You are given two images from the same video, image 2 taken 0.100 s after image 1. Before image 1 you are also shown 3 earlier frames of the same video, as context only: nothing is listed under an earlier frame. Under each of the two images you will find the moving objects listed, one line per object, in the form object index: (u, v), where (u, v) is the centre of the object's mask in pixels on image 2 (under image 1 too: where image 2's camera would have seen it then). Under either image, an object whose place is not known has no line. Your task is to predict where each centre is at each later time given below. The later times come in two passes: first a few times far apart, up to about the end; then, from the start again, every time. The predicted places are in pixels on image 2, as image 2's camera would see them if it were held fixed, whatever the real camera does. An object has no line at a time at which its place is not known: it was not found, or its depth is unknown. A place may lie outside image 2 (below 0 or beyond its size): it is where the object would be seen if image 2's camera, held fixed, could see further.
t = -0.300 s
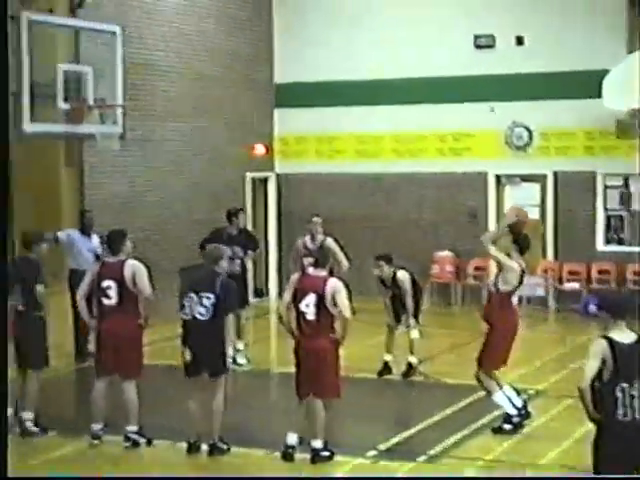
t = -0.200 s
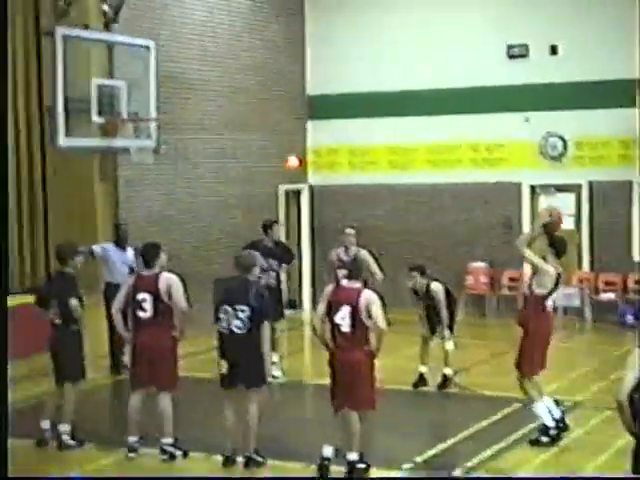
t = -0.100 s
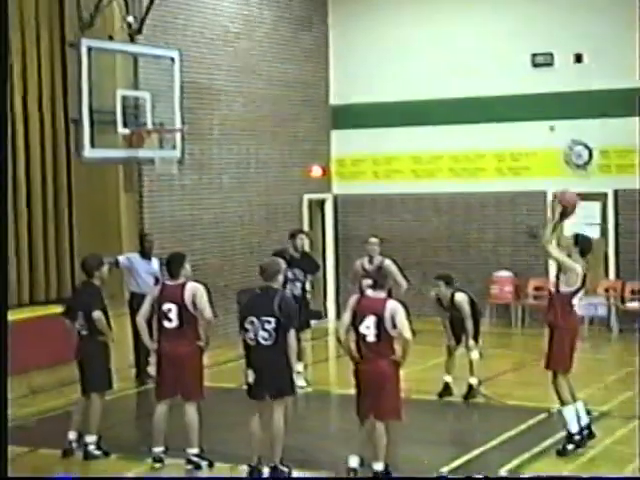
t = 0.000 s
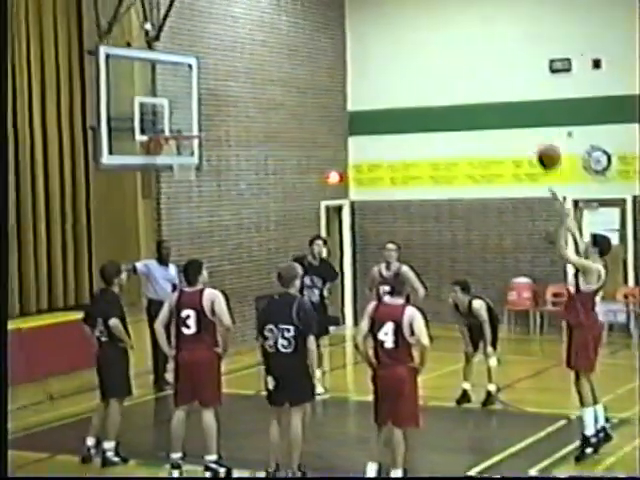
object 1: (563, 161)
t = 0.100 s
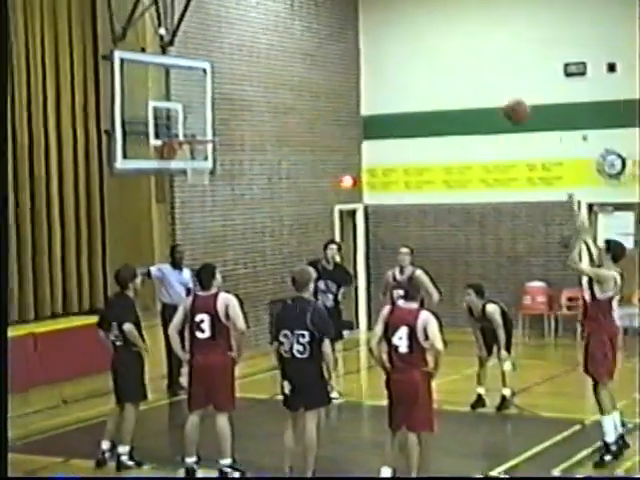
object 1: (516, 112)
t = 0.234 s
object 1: (461, 64)
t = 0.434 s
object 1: (384, 32)
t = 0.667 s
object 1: (301, 45)
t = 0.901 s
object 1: (225, 105)
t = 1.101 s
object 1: (183, 159)
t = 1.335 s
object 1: (188, 176)
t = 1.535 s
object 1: (194, 230)
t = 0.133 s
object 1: (502, 98)
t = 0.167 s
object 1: (489, 85)
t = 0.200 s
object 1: (474, 74)
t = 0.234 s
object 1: (461, 64)
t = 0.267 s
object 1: (447, 56)
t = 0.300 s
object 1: (434, 49)
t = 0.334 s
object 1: (421, 43)
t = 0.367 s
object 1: (409, 38)
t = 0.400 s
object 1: (396, 34)
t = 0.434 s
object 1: (384, 32)
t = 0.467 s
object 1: (370, 30)
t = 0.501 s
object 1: (358, 28)
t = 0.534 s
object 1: (347, 30)
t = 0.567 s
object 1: (335, 32)
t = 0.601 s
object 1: (322, 34)
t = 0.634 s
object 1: (312, 39)
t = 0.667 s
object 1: (301, 45)
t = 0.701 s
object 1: (289, 51)
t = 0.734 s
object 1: (278, 58)
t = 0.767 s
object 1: (267, 66)
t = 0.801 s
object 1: (256, 74)
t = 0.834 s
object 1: (245, 84)
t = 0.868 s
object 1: (235, 95)
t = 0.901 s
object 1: (225, 105)
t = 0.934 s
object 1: (214, 119)
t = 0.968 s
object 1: (204, 130)
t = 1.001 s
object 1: (196, 148)
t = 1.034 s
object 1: (186, 156)
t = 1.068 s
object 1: (183, 158)
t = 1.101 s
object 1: (183, 159)
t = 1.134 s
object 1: (184, 159)
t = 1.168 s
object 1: (184, 159)
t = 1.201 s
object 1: (185, 160)
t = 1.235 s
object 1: (185, 161)
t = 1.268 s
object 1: (186, 163)
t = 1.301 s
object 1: (187, 170)
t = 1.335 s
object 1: (188, 176)
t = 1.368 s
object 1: (190, 183)
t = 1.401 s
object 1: (191, 190)
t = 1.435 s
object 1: (192, 198)
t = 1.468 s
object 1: (192, 208)
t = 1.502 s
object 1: (193, 219)
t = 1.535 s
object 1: (194, 230)
